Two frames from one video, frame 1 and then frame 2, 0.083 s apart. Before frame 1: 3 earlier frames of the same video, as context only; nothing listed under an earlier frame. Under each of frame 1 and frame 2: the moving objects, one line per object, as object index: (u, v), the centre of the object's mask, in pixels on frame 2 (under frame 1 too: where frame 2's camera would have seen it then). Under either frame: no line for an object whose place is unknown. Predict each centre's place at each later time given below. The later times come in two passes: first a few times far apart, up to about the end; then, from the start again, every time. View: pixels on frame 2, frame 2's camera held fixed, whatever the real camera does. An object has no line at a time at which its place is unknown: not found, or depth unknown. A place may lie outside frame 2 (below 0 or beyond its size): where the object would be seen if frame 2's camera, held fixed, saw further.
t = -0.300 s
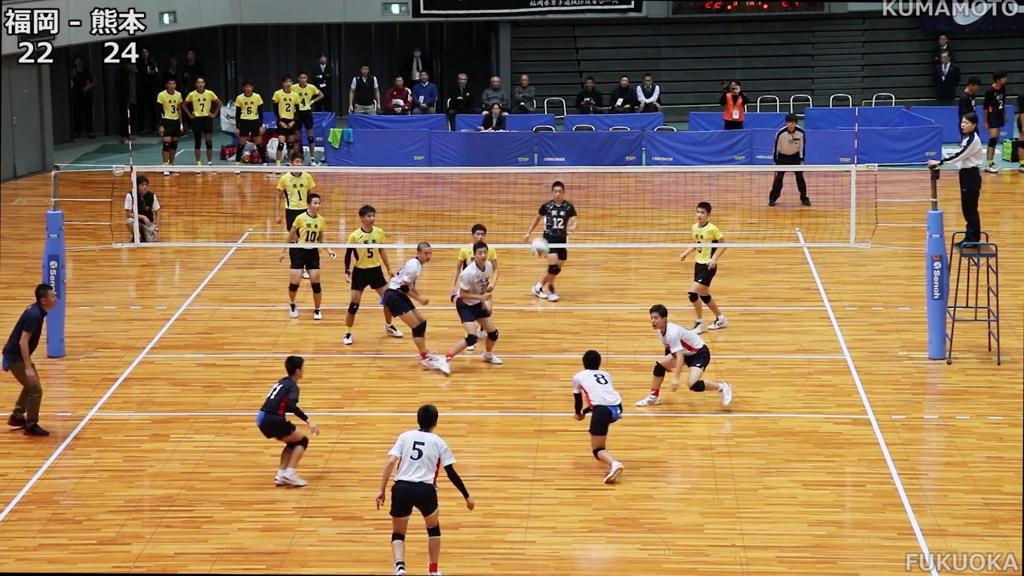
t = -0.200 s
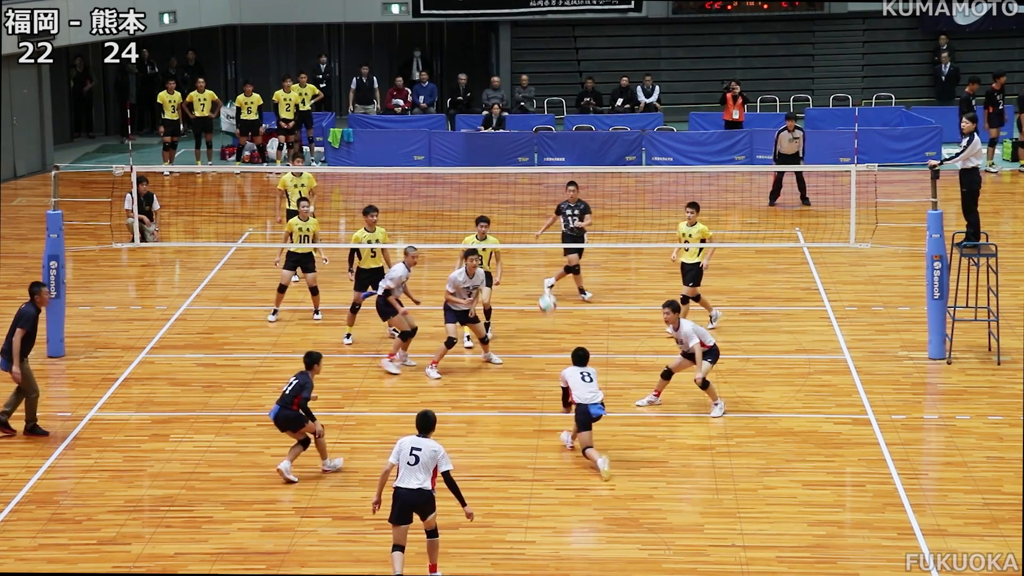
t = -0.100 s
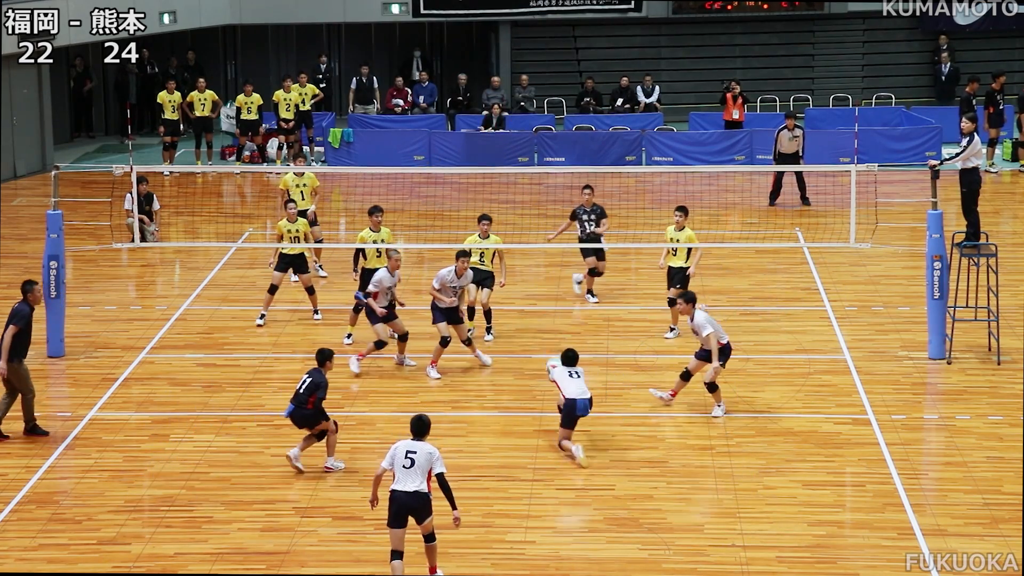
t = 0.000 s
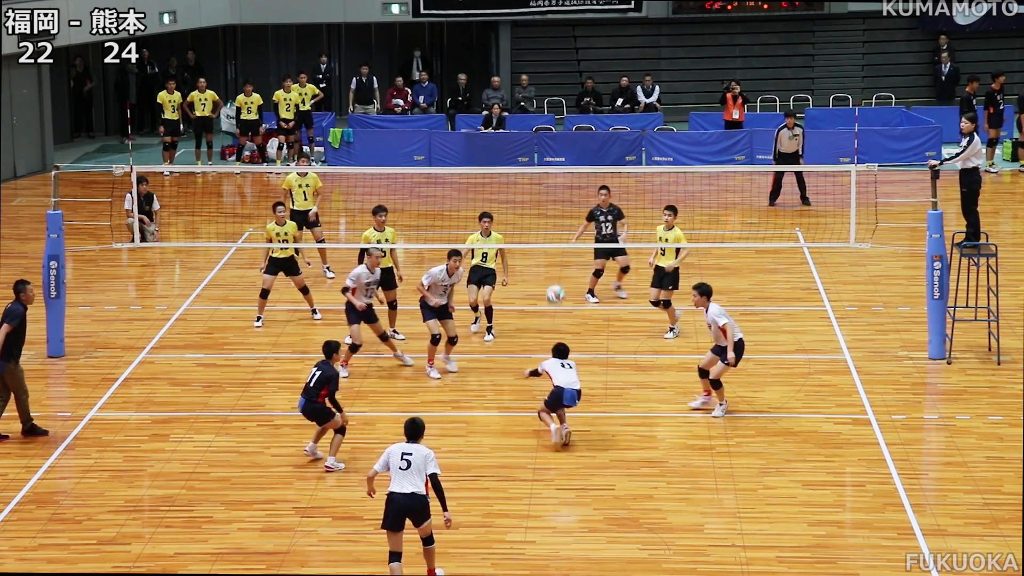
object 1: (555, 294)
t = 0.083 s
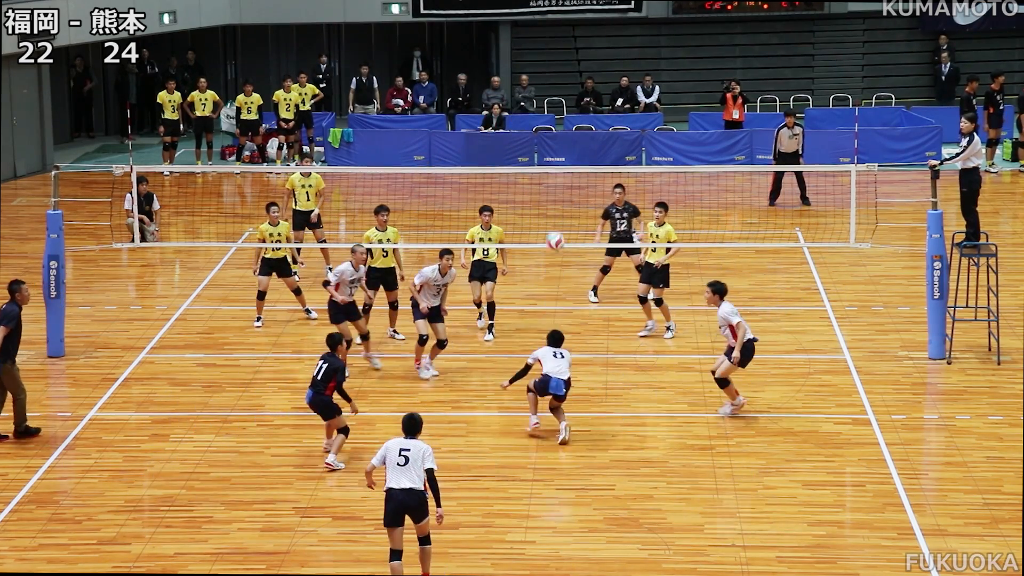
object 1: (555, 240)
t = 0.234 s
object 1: (555, 161)
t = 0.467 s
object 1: (557, 77)
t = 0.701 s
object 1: (559, 39)
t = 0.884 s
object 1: (560, 43)
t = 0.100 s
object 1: (555, 231)
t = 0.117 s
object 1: (555, 221)
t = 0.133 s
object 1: (555, 212)
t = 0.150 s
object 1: (555, 202)
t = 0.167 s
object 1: (555, 194)
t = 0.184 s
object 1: (555, 185)
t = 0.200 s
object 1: (555, 177)
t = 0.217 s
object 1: (555, 169)
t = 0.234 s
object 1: (555, 161)
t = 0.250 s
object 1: (555, 154)
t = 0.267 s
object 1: (555, 147)
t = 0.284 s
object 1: (556, 139)
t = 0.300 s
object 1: (556, 132)
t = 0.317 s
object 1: (556, 126)
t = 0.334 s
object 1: (556, 119)
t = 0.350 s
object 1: (556, 113)
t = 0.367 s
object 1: (556, 107)
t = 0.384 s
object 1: (556, 102)
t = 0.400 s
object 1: (556, 96)
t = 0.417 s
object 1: (556, 90)
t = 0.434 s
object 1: (557, 86)
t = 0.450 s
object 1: (557, 81)
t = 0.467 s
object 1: (557, 77)
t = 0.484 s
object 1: (557, 72)
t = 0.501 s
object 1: (557, 68)
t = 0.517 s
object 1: (557, 65)
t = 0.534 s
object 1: (557, 61)
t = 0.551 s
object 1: (557, 58)
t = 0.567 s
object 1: (558, 55)
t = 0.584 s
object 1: (558, 52)
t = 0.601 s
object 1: (558, 50)
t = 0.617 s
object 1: (558, 47)
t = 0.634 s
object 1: (558, 45)
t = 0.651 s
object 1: (558, 43)
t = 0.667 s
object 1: (558, 42)
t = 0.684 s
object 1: (559, 40)
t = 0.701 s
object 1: (559, 39)
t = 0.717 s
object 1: (559, 38)
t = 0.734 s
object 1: (559, 38)
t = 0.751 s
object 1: (559, 37)
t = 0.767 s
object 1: (559, 37)
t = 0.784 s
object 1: (559, 37)
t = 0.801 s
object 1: (559, 38)
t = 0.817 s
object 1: (559, 38)
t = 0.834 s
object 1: (559, 39)
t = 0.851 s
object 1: (560, 40)
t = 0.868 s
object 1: (560, 41)
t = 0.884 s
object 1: (560, 43)
